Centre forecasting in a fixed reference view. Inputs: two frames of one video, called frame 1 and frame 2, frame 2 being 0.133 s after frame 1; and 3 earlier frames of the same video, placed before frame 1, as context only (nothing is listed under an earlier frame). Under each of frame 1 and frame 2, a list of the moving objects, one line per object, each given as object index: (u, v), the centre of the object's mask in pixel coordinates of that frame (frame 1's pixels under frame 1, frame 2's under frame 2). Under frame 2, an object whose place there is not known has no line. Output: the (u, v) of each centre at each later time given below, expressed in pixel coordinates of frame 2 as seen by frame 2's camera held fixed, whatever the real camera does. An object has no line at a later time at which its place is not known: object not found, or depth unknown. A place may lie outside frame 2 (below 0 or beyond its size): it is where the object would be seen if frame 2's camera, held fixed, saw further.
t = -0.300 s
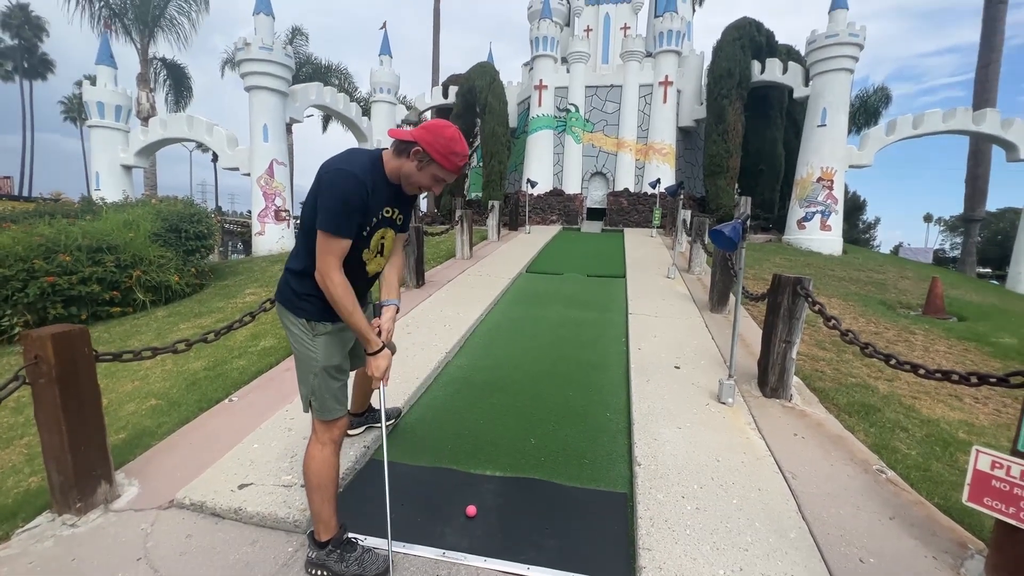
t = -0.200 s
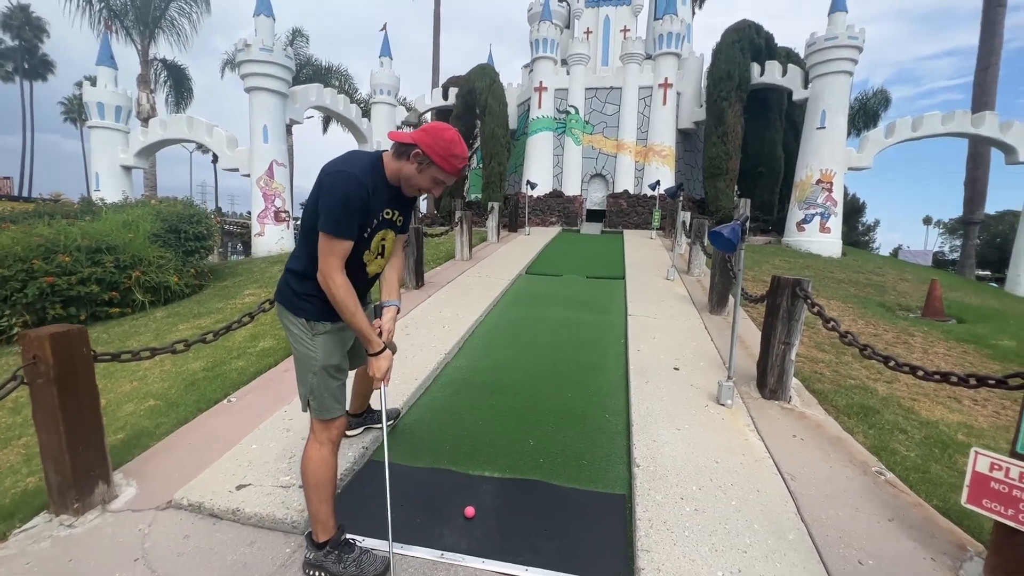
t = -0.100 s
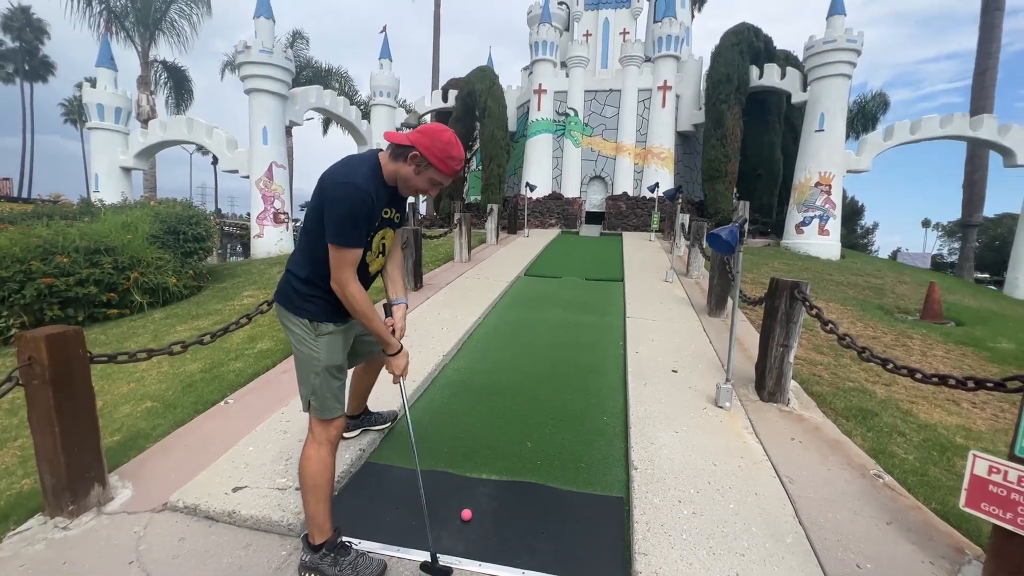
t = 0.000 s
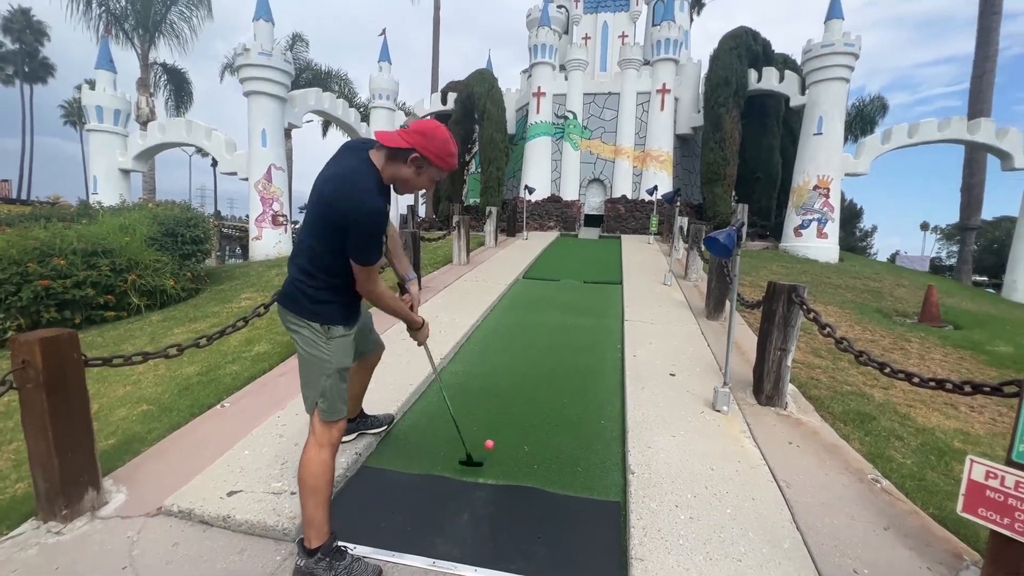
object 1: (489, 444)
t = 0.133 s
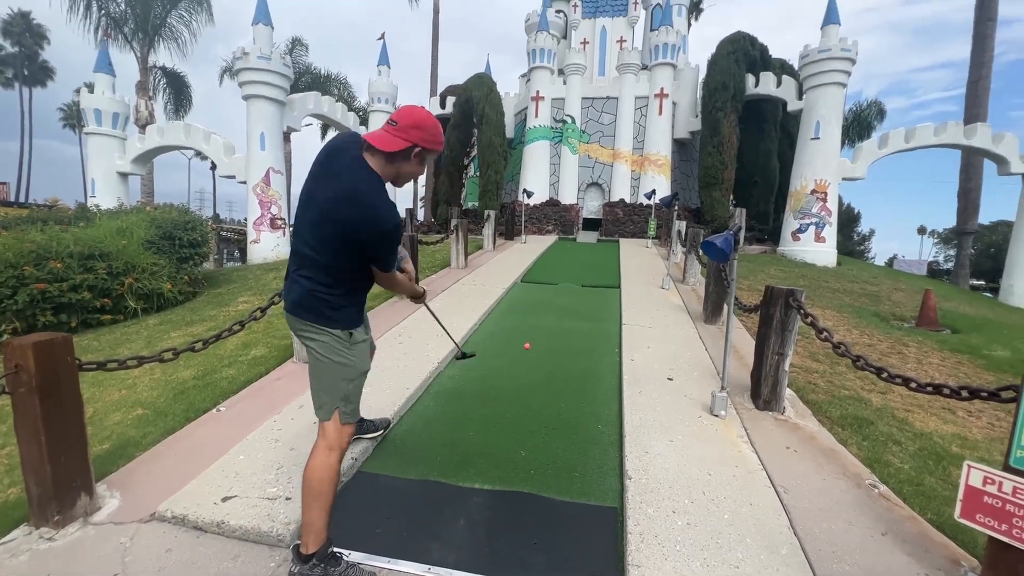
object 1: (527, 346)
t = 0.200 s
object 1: (539, 324)
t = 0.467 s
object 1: (564, 274)
